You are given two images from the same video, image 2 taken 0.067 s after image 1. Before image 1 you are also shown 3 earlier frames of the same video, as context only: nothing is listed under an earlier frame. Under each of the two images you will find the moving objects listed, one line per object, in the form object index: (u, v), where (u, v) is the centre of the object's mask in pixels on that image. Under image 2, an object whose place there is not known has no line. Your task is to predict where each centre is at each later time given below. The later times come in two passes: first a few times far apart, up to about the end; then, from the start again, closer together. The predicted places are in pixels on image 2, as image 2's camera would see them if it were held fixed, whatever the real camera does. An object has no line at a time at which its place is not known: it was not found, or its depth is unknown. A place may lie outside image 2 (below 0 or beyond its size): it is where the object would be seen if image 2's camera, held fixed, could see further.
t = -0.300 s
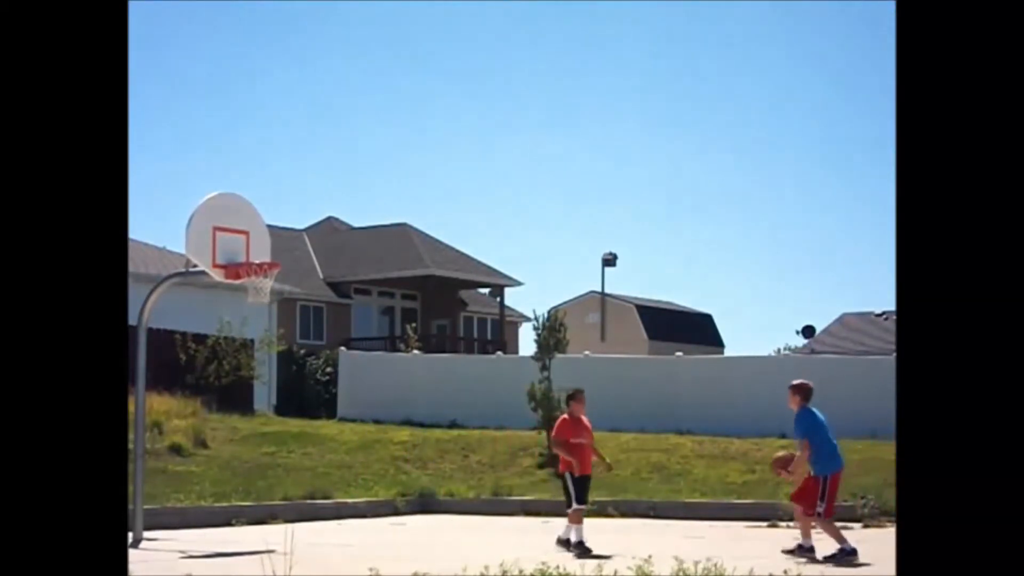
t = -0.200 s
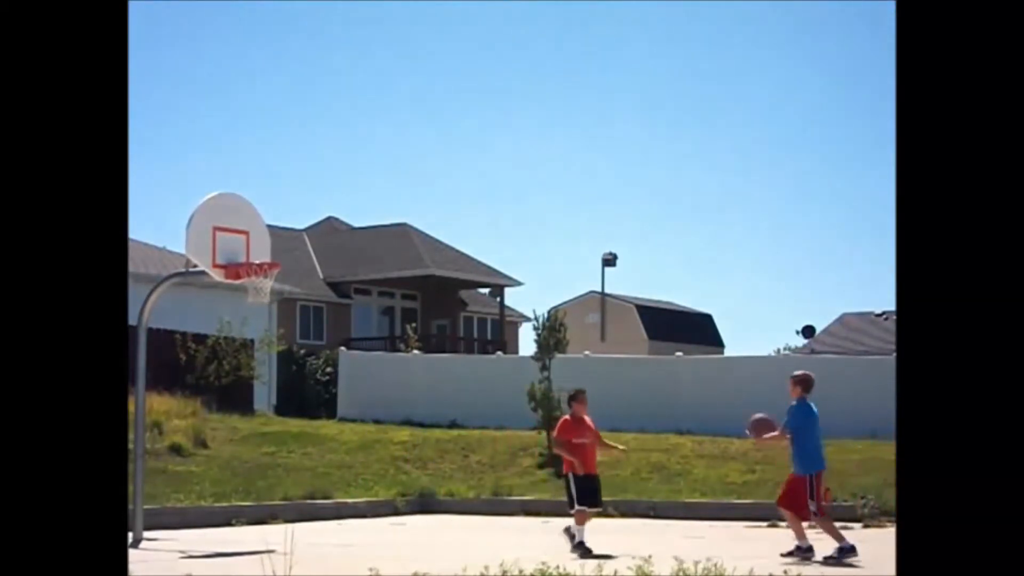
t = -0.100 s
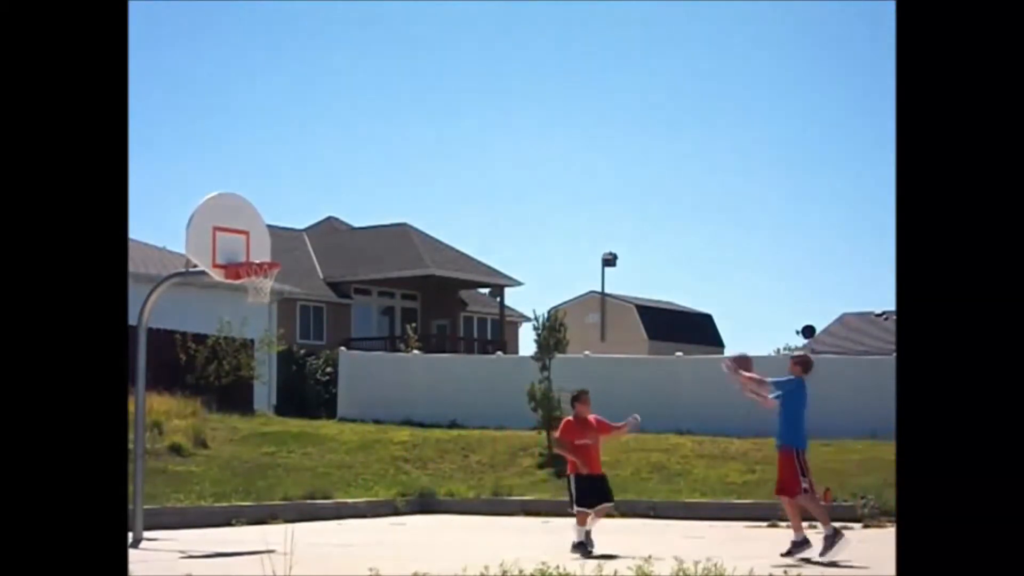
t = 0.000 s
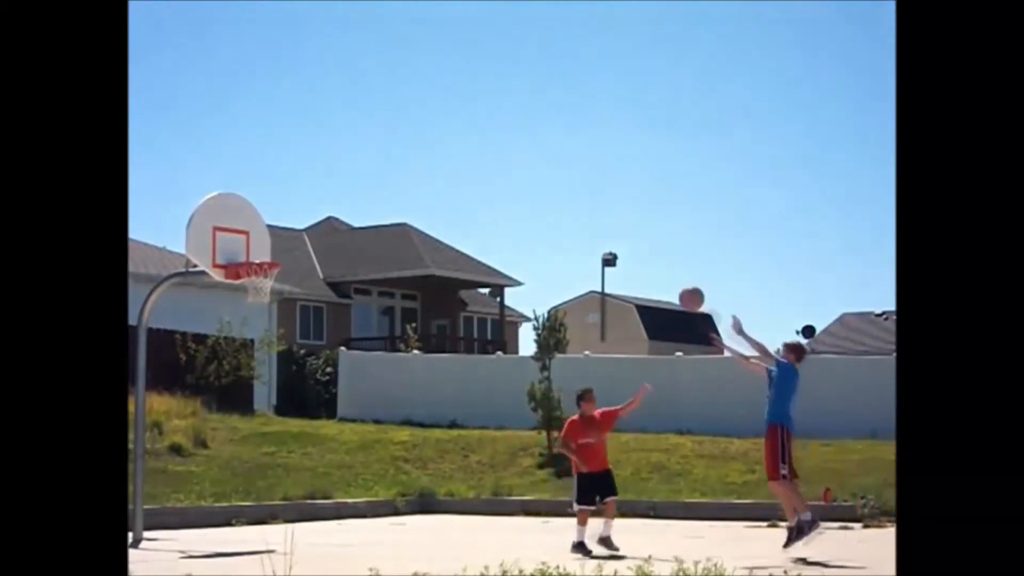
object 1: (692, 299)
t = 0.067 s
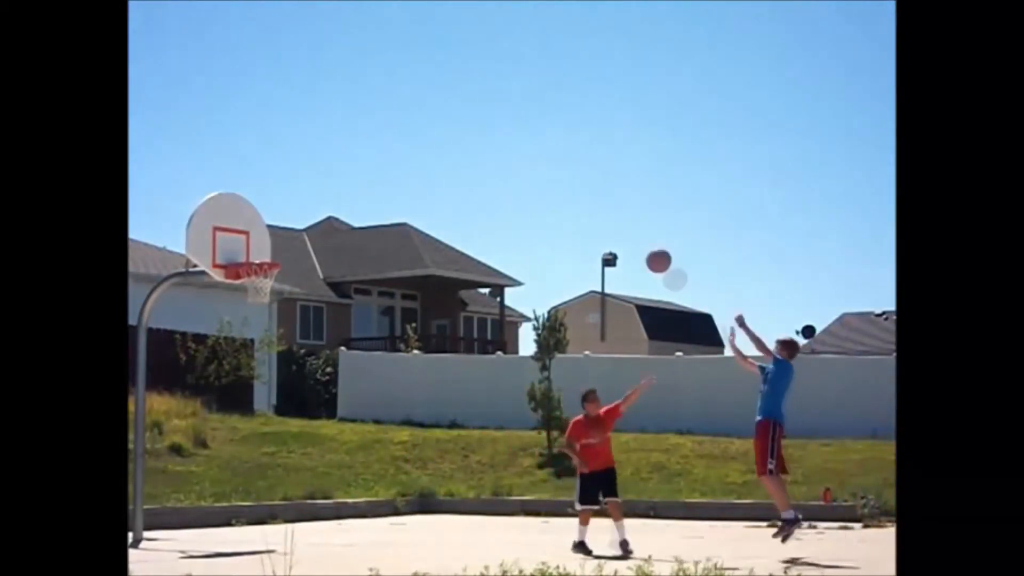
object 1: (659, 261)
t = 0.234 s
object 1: (582, 191)
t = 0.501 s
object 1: (470, 139)
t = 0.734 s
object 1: (382, 149)
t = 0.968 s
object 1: (300, 204)
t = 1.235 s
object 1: (249, 255)
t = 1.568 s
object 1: (275, 229)
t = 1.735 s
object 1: (296, 251)
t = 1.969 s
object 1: (326, 322)
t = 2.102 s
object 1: (342, 386)
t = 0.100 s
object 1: (643, 244)
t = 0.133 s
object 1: (627, 229)
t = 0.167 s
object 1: (612, 215)
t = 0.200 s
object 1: (597, 202)
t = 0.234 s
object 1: (582, 191)
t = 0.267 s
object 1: (567, 180)
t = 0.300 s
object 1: (552, 171)
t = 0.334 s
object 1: (538, 163)
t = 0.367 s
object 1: (524, 156)
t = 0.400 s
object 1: (510, 150)
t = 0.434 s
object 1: (497, 146)
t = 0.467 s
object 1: (483, 142)
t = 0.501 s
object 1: (470, 139)
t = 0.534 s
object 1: (457, 138)
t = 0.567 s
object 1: (444, 137)
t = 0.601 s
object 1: (431, 138)
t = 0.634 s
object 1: (419, 139)
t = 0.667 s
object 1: (406, 142)
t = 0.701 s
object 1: (394, 145)
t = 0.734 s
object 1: (382, 149)
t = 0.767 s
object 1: (370, 154)
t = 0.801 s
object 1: (358, 160)
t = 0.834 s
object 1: (346, 167)
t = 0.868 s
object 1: (334, 175)
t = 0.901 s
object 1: (322, 183)
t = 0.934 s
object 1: (311, 193)
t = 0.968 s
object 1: (300, 204)
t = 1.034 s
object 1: (277, 227)
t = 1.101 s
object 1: (254, 253)
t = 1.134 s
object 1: (253, 257)
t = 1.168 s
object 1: (267, 260)
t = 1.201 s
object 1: (258, 256)
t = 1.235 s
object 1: (249, 255)
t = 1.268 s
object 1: (243, 251)
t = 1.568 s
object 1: (275, 229)
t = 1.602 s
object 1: (279, 230)
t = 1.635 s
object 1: (284, 233)
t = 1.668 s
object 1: (288, 238)
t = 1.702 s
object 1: (292, 244)
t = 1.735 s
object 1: (296, 251)
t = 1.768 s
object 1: (300, 258)
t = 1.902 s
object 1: (317, 296)
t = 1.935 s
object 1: (322, 310)
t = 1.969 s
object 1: (326, 322)
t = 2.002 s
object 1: (330, 337)
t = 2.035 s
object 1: (334, 352)
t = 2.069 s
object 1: (338, 368)
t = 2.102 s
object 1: (342, 386)
